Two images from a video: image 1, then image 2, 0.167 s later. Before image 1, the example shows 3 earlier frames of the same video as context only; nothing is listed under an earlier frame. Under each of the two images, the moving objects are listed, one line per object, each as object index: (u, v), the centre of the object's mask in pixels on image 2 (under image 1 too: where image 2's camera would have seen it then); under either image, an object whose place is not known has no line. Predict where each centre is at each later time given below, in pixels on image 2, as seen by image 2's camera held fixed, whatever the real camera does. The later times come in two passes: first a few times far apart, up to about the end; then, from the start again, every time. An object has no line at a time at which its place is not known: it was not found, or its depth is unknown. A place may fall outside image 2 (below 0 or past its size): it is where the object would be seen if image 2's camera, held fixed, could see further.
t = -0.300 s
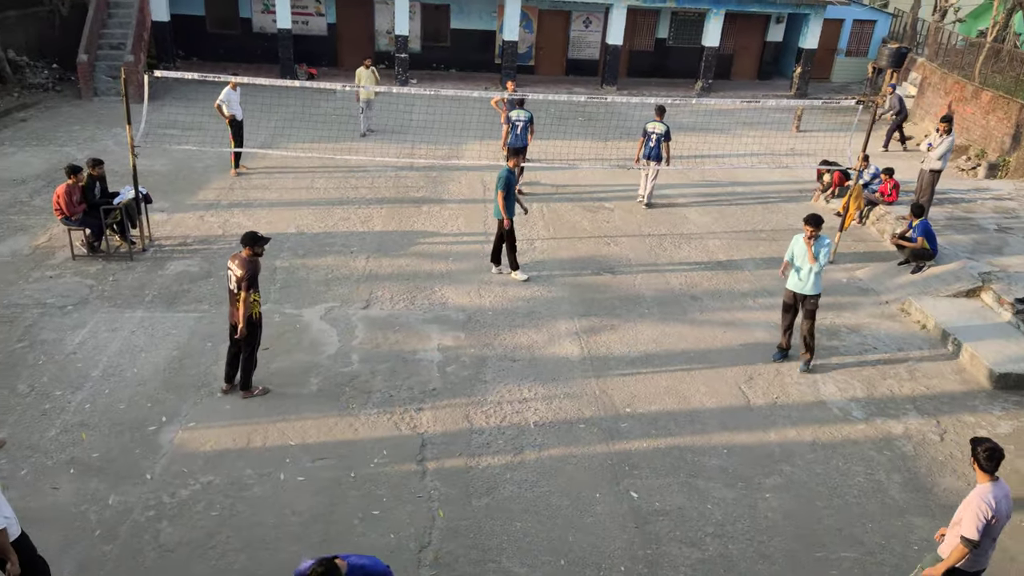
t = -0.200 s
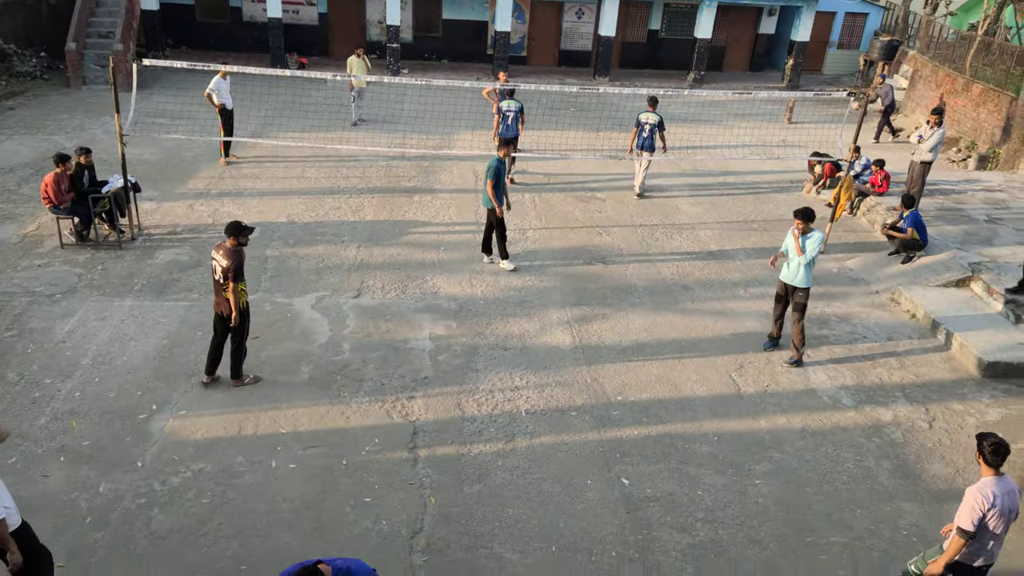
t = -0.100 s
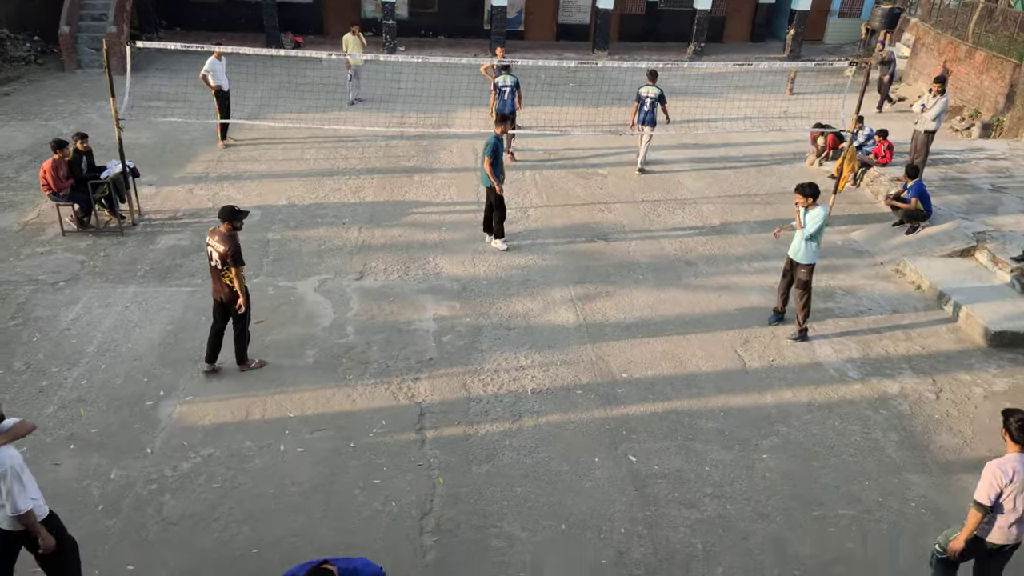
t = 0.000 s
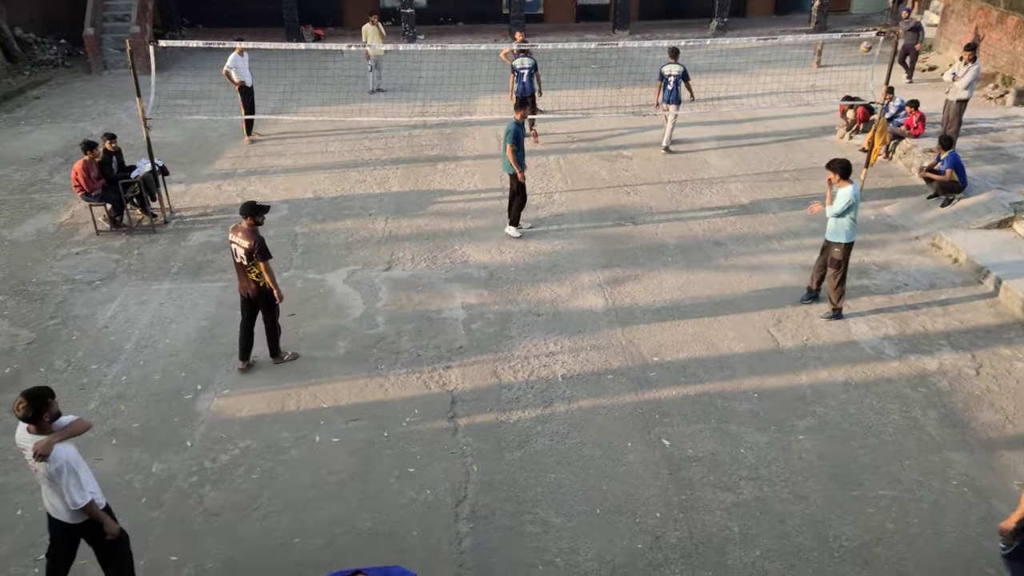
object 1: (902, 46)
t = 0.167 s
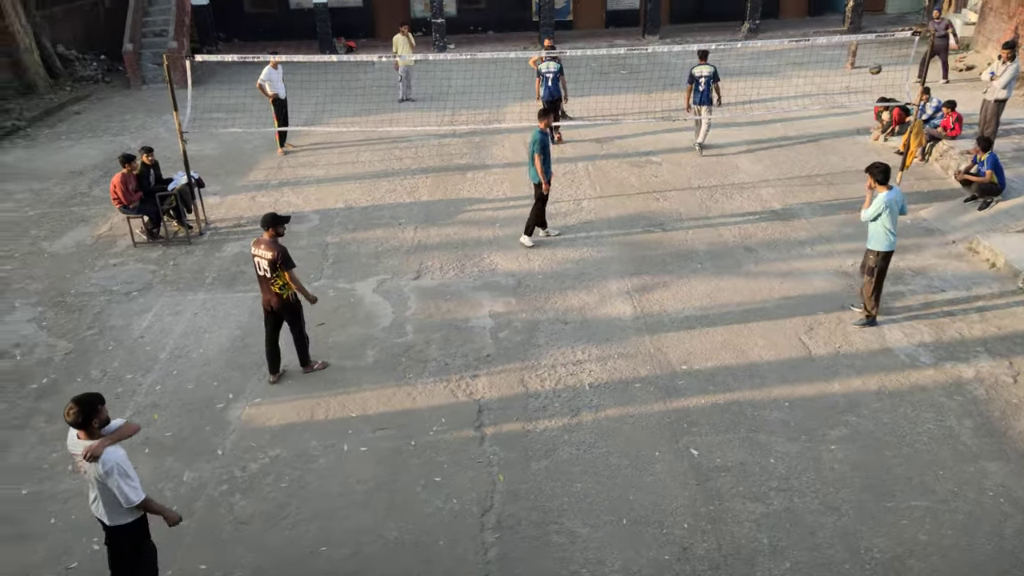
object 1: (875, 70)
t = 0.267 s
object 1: (857, 92)
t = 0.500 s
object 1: (802, 171)
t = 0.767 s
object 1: (763, 156)
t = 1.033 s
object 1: (711, 194)
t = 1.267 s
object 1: (654, 263)
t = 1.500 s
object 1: (601, 262)
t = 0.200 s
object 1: (870, 77)
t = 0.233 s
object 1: (864, 84)
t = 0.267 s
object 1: (857, 92)
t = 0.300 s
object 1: (850, 101)
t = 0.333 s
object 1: (842, 114)
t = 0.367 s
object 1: (834, 124)
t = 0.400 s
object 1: (826, 136)
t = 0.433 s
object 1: (817, 150)
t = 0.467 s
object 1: (808, 165)
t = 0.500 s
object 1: (802, 171)
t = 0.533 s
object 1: (799, 168)
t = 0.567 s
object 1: (794, 163)
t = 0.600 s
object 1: (789, 161)
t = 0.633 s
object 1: (784, 159)
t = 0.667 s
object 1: (780, 157)
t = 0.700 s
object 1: (774, 156)
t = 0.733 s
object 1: (769, 155)
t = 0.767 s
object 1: (763, 156)
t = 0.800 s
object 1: (756, 157)
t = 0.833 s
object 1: (750, 159)
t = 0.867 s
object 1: (743, 163)
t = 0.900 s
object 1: (736, 167)
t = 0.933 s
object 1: (730, 172)
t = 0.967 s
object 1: (723, 179)
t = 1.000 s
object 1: (717, 185)
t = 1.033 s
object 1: (711, 194)
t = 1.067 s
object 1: (701, 202)
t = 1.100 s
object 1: (694, 212)
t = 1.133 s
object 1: (686, 222)
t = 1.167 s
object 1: (677, 234)
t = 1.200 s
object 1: (669, 247)
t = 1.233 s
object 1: (663, 261)
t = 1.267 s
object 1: (654, 263)
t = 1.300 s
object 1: (648, 260)
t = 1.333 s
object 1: (640, 258)
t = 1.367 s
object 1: (633, 257)
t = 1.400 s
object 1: (626, 257)
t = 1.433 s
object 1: (618, 258)
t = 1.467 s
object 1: (609, 259)
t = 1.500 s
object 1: (601, 262)
